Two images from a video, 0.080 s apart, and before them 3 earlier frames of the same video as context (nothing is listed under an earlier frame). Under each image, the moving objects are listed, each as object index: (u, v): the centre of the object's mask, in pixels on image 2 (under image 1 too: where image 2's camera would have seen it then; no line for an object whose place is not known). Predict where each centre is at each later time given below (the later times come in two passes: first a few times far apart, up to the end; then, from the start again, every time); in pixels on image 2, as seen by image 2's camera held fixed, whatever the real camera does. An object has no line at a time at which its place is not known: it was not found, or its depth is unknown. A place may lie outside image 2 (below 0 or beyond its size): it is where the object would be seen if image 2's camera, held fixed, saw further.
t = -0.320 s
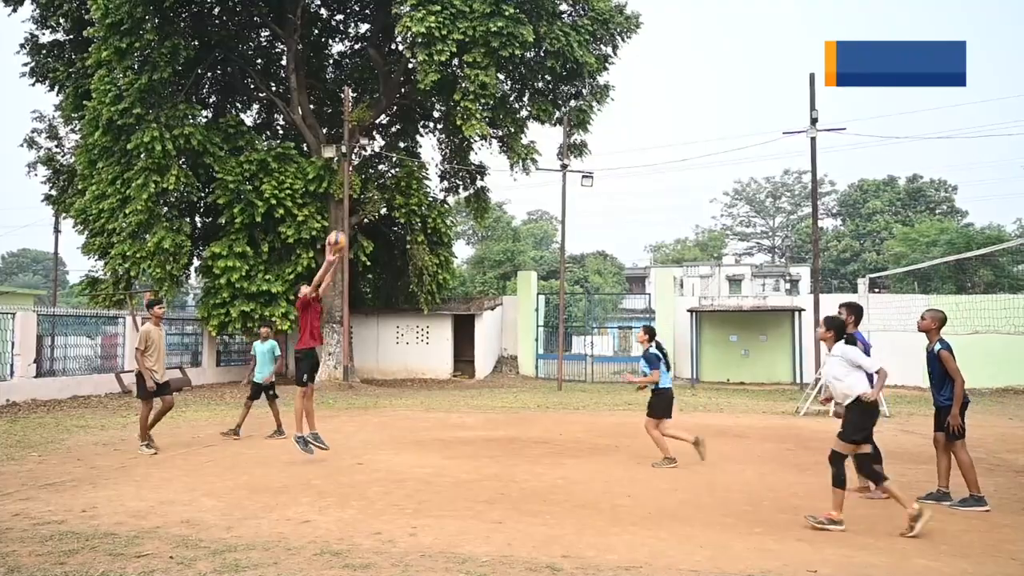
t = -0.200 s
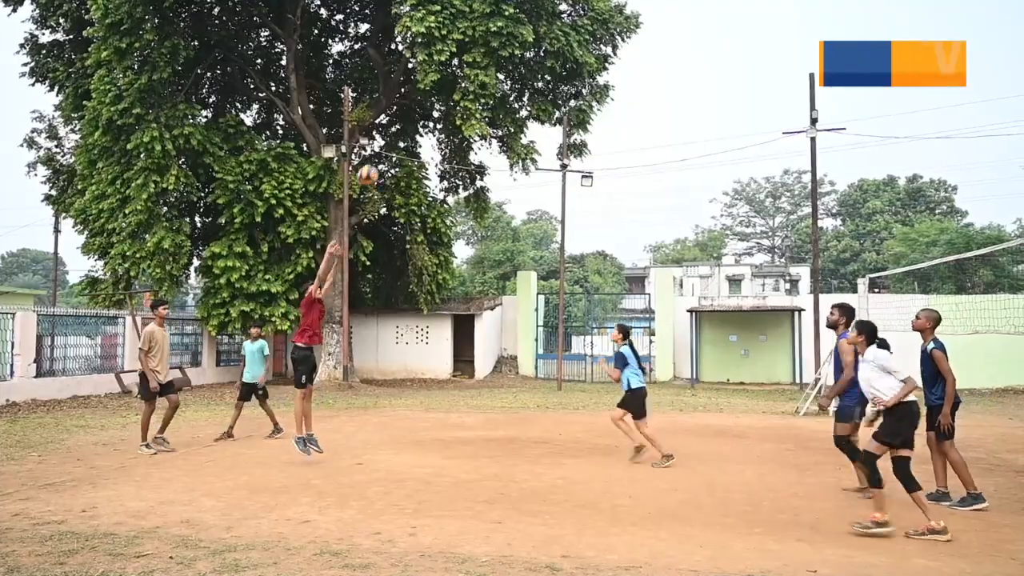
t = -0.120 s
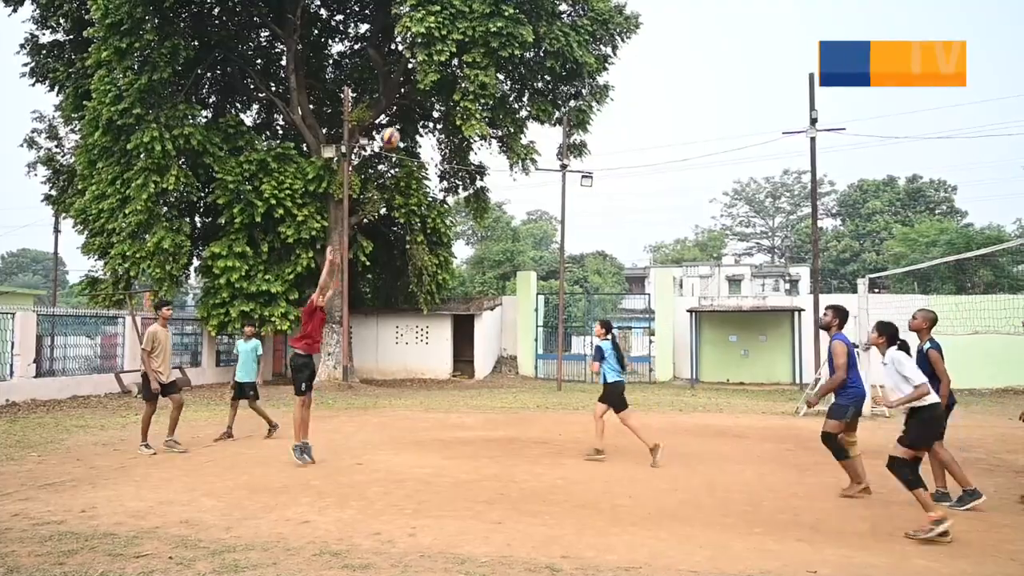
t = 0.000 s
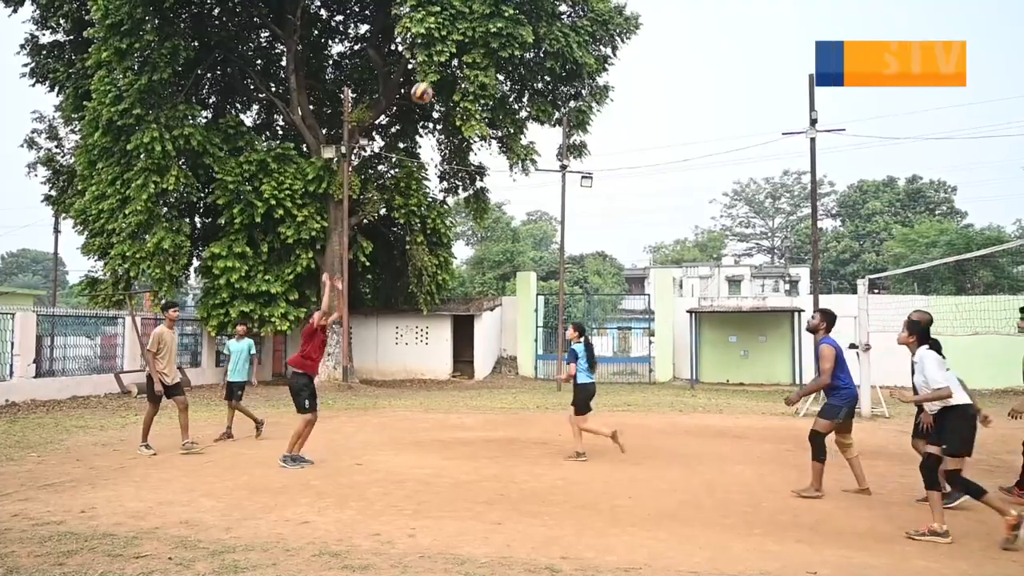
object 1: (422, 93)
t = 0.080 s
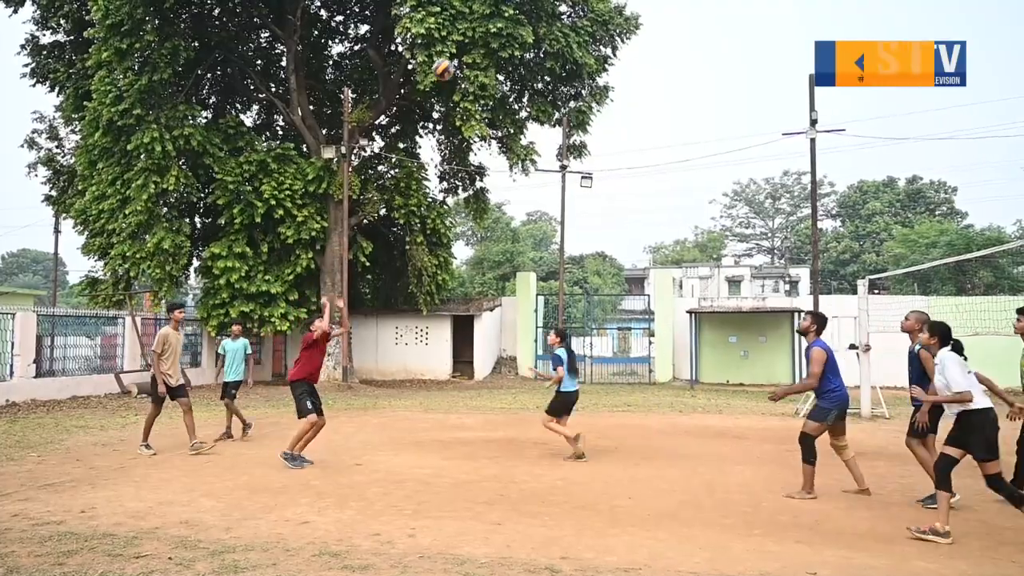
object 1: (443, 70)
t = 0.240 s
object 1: (486, 39)
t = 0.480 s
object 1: (550, 37)
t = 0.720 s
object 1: (616, 95)
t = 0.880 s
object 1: (661, 169)
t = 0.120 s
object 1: (454, 60)
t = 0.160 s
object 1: (464, 52)
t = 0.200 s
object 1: (475, 44)
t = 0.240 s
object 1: (486, 39)
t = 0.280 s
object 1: (496, 35)
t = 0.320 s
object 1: (507, 32)
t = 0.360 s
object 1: (517, 31)
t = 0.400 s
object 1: (528, 31)
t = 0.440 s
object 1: (539, 34)
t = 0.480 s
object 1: (550, 37)
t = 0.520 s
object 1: (561, 42)
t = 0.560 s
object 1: (572, 48)
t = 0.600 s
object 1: (583, 58)
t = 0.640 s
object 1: (594, 68)
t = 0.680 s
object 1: (605, 80)
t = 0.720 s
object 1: (616, 95)
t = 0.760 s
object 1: (628, 111)
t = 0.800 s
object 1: (639, 128)
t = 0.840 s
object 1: (650, 147)
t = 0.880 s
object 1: (661, 169)
